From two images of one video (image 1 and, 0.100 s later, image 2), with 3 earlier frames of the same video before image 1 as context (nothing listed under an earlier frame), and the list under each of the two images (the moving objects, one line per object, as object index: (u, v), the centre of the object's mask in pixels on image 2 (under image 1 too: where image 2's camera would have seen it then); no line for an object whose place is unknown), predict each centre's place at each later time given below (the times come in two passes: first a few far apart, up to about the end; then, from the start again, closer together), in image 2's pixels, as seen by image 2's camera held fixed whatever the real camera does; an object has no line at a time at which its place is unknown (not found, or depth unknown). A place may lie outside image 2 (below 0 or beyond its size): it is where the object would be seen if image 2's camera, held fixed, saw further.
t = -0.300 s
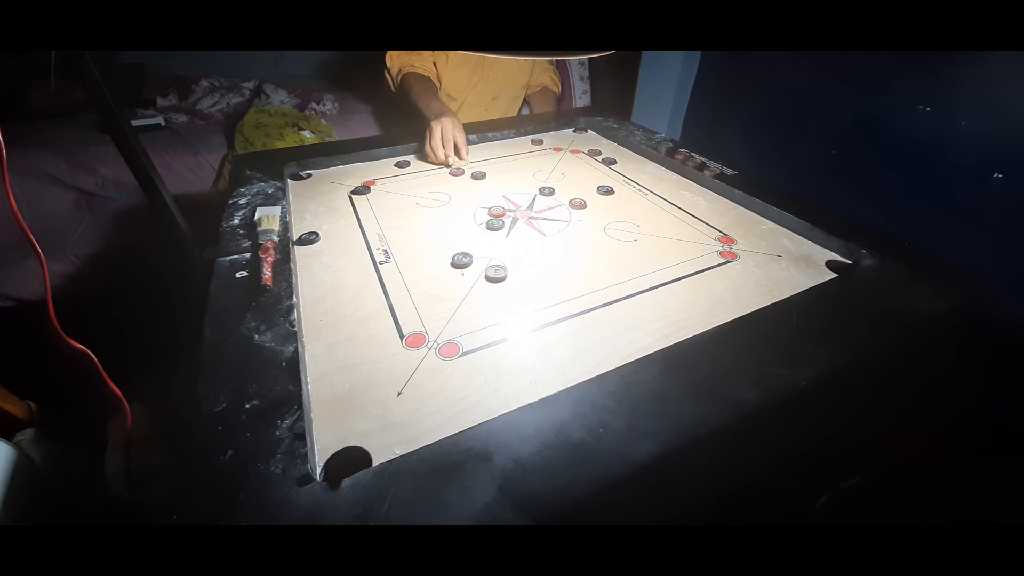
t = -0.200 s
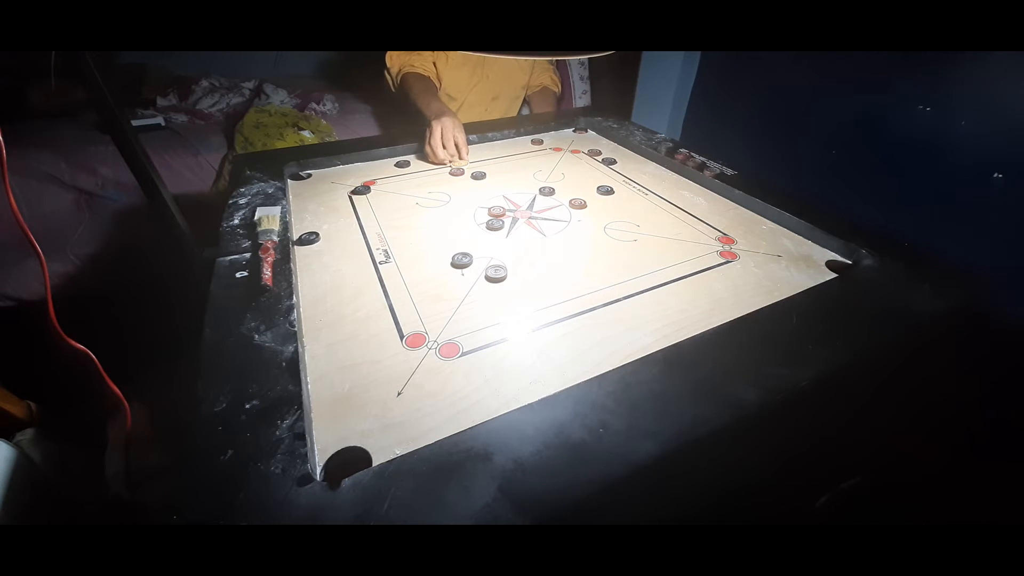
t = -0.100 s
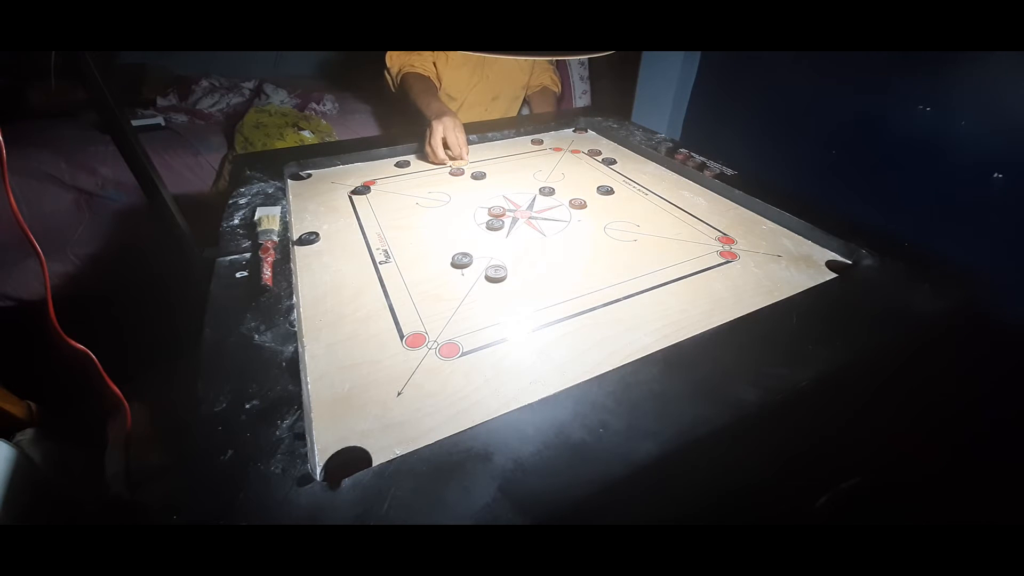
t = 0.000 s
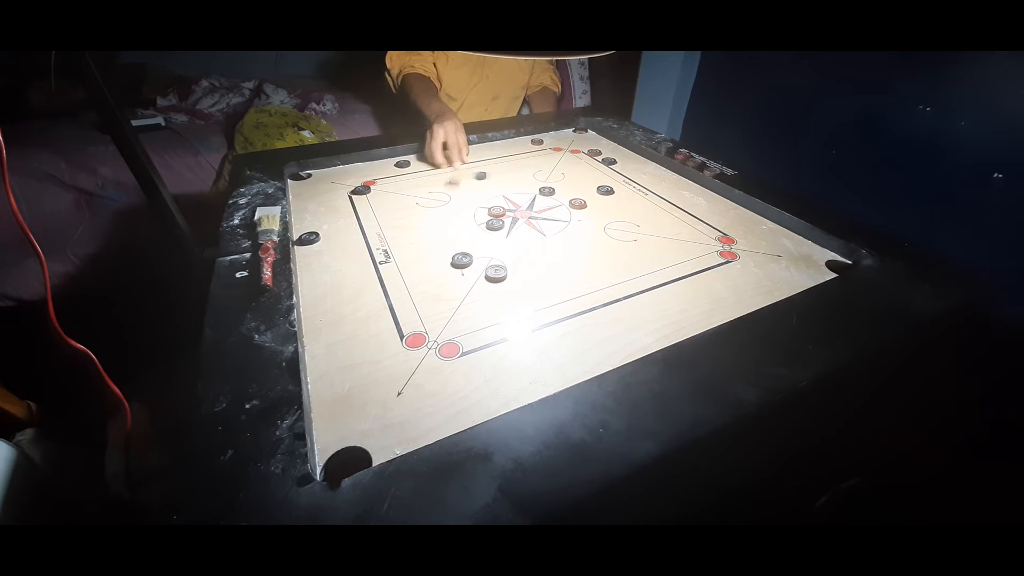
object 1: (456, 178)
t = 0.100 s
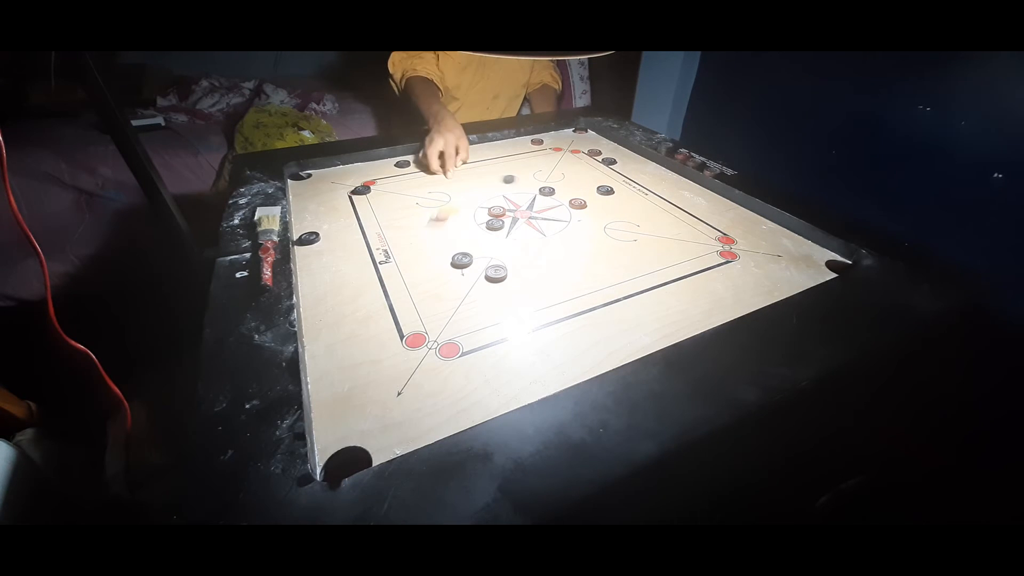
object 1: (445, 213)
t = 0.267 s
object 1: (428, 289)
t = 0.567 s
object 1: (393, 420)
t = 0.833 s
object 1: (425, 361)
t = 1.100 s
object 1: (425, 356)
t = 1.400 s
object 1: (425, 356)
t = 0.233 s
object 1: (432, 272)
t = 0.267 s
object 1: (428, 289)
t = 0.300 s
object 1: (422, 309)
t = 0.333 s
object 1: (415, 332)
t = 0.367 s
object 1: (409, 354)
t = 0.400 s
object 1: (402, 377)
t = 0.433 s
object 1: (394, 408)
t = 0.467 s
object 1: (385, 437)
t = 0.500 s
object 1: (377, 446)
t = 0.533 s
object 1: (385, 434)
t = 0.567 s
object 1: (393, 420)
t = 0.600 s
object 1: (399, 408)
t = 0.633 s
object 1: (405, 397)
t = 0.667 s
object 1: (410, 387)
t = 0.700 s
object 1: (415, 380)
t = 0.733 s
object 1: (419, 374)
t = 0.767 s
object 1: (421, 368)
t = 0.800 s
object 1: (424, 364)
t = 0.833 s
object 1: (425, 361)
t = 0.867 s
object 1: (426, 359)
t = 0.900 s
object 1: (426, 358)
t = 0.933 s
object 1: (426, 357)
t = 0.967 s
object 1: (425, 357)
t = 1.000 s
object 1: (425, 356)
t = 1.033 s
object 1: (425, 356)
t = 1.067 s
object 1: (425, 356)
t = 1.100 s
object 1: (425, 356)
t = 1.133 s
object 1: (425, 356)
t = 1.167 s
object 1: (425, 356)
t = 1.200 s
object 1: (425, 356)
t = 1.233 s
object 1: (425, 356)
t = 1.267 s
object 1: (425, 356)
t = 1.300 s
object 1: (425, 356)
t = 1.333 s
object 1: (425, 356)
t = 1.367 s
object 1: (425, 356)
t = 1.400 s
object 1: (425, 356)
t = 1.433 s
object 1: (425, 356)
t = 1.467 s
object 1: (425, 356)
